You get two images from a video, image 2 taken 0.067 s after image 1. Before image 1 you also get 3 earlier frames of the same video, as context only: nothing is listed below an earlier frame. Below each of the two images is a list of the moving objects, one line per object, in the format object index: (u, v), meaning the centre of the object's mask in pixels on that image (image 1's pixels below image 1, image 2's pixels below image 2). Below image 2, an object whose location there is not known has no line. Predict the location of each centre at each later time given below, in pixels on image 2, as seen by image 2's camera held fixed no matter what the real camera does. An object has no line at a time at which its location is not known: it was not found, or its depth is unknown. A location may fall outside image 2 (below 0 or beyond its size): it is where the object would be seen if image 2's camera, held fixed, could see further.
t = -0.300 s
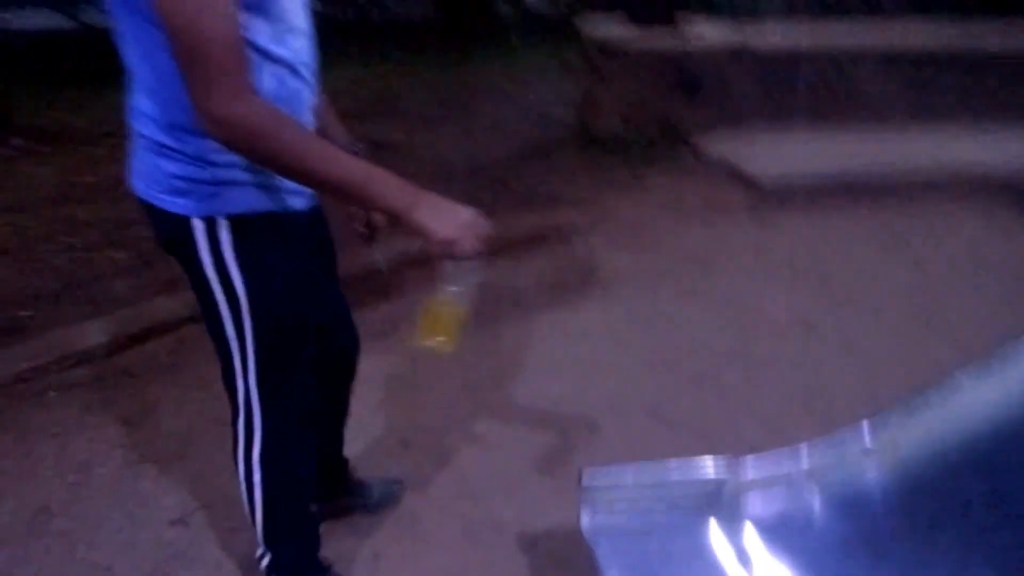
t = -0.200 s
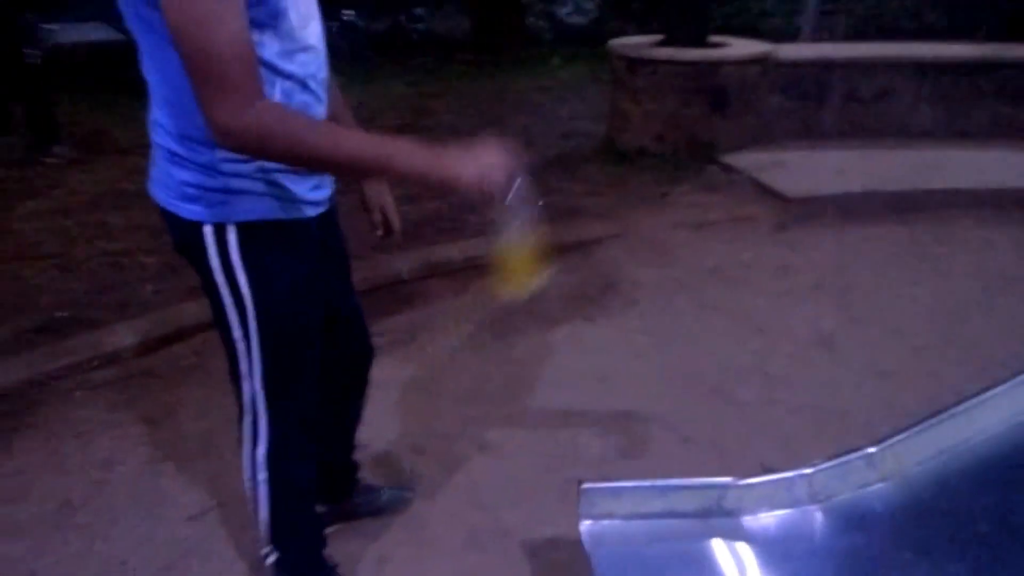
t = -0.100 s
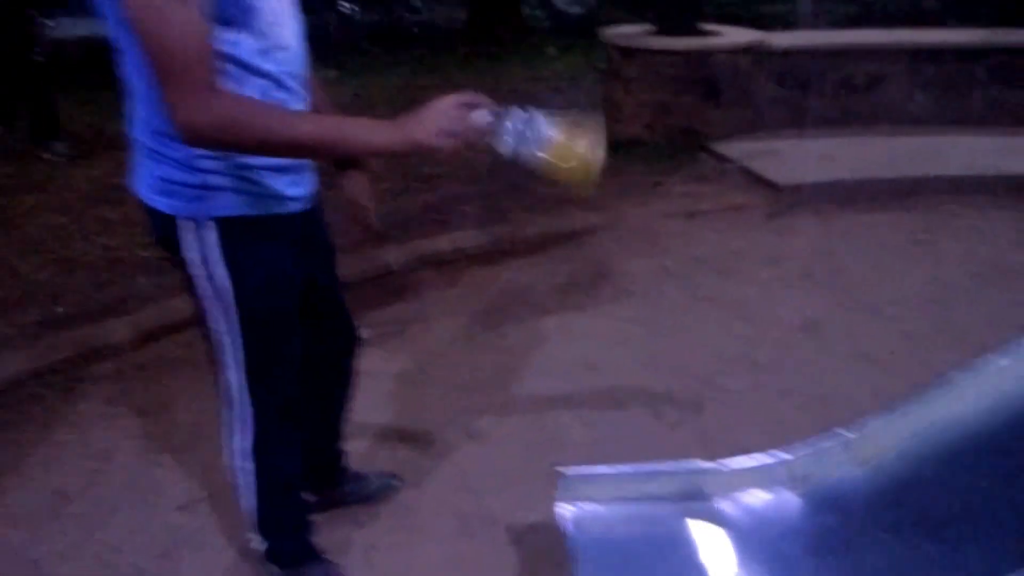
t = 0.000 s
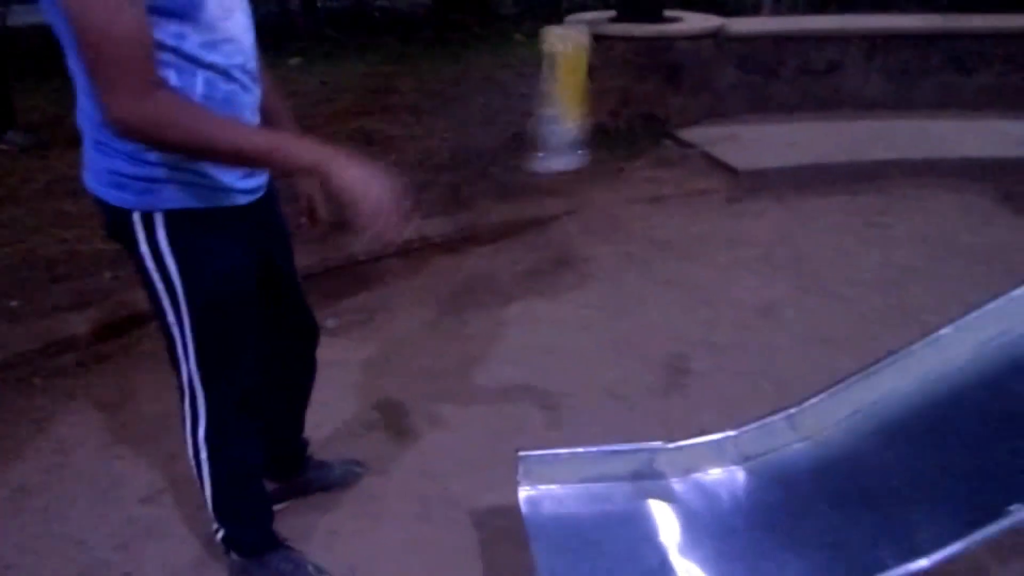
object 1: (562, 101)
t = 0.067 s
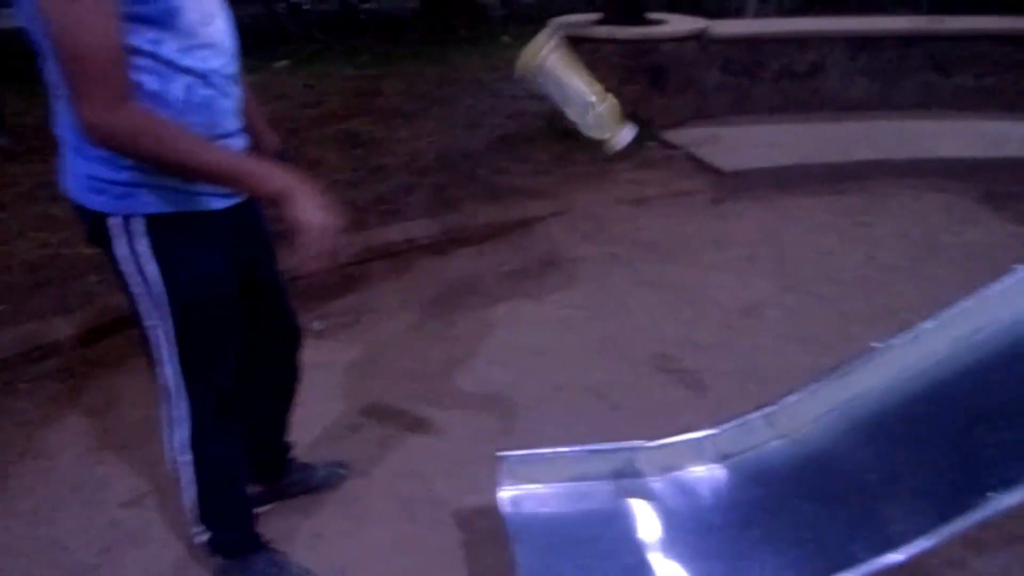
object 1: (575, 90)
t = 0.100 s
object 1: (586, 102)
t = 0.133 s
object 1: (601, 124)
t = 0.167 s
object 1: (615, 153)
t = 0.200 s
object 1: (624, 185)
